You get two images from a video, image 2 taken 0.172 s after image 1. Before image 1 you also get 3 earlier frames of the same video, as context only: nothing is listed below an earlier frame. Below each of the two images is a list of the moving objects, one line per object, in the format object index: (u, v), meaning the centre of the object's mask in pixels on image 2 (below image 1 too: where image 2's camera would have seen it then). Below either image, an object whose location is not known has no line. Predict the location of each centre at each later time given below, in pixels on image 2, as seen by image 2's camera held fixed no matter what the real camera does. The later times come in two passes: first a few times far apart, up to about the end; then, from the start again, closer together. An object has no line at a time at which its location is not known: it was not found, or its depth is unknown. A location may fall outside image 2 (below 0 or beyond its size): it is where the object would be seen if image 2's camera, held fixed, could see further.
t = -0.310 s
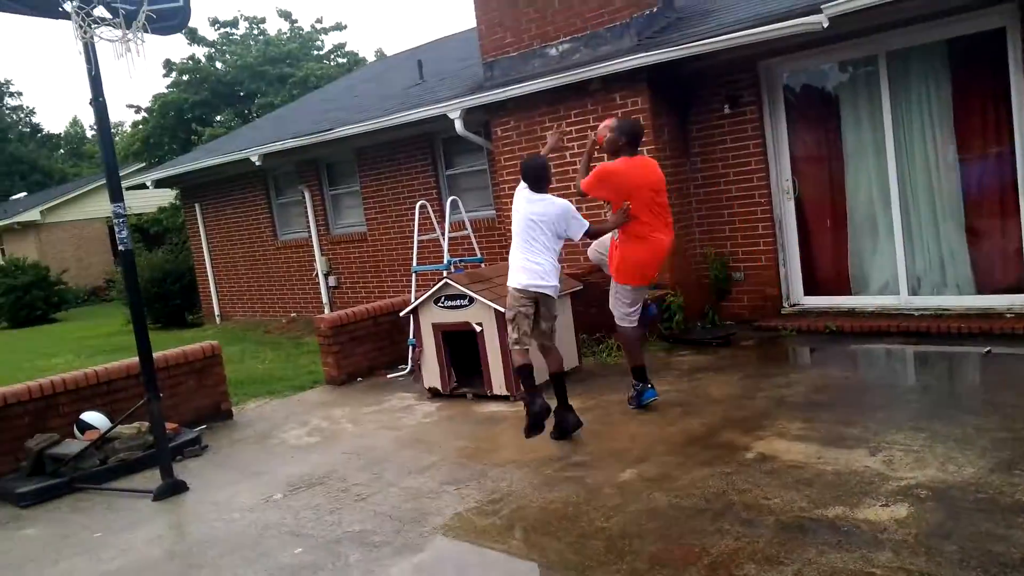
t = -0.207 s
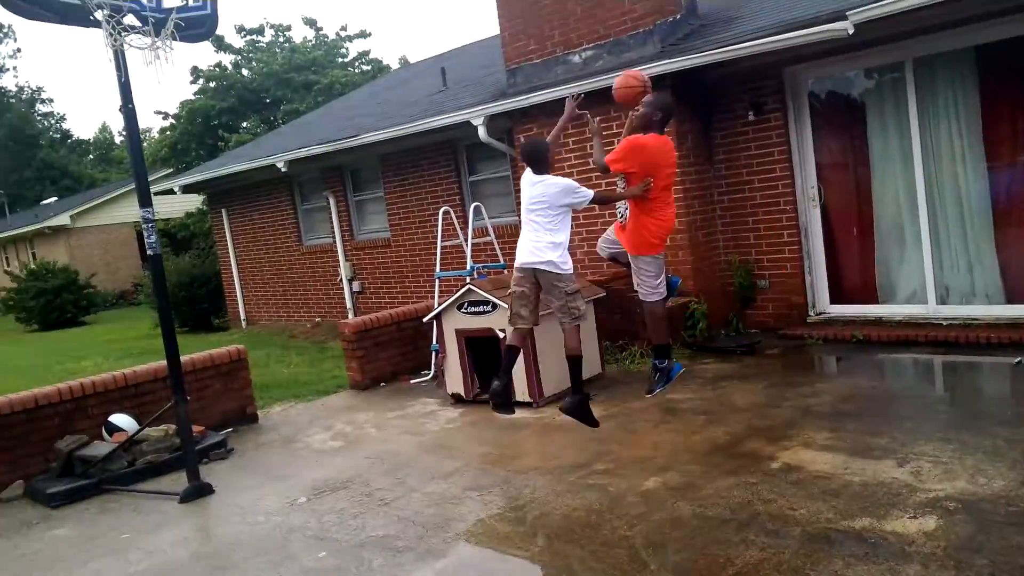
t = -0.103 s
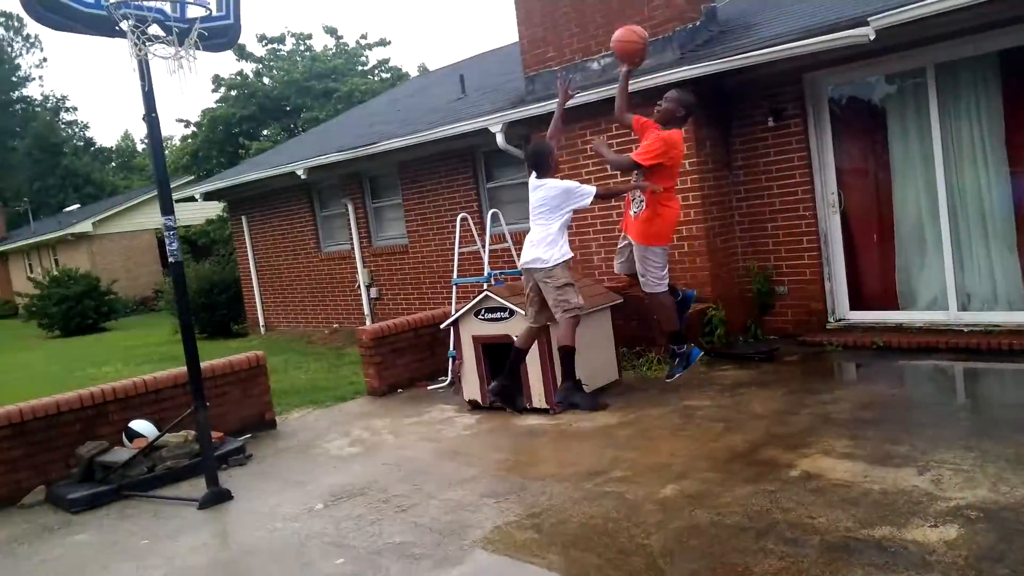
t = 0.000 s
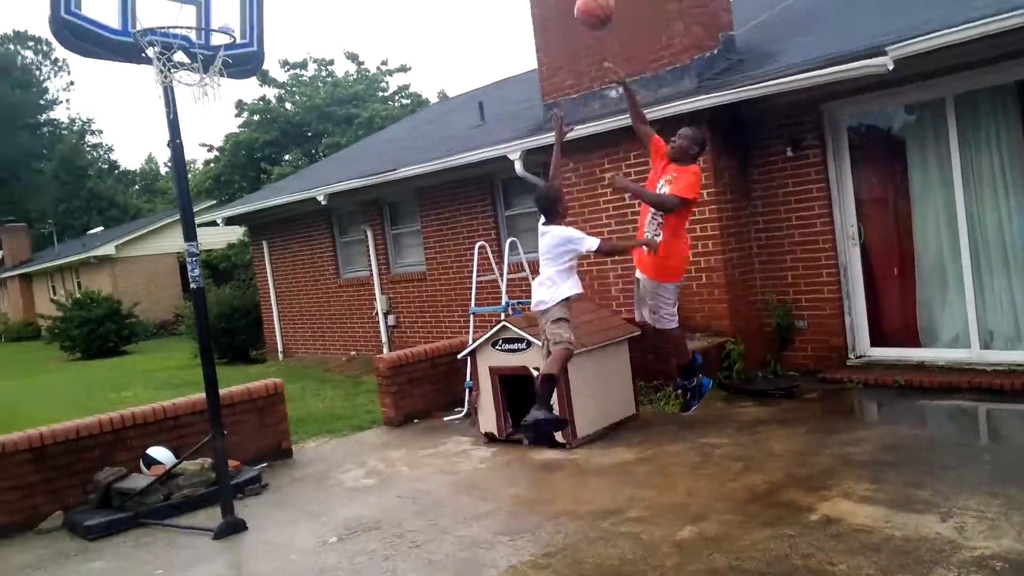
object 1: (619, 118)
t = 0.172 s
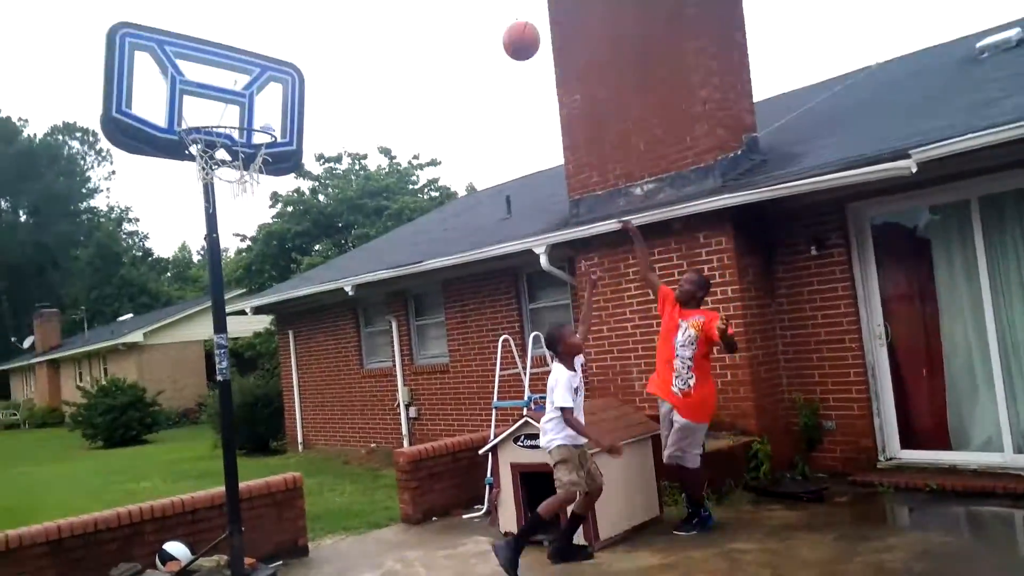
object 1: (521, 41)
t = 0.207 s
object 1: (501, 36)
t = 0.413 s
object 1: (378, 23)
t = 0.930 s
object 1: (227, 289)
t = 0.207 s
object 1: (501, 36)
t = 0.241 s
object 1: (480, 31)
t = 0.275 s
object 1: (459, 26)
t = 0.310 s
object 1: (438, 23)
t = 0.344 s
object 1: (418, 22)
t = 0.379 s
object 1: (397, 21)
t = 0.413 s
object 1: (378, 23)
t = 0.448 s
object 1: (358, 29)
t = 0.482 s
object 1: (339, 40)
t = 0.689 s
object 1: (235, 116)
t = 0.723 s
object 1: (222, 136)
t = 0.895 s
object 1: (222, 253)
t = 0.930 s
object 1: (227, 289)
